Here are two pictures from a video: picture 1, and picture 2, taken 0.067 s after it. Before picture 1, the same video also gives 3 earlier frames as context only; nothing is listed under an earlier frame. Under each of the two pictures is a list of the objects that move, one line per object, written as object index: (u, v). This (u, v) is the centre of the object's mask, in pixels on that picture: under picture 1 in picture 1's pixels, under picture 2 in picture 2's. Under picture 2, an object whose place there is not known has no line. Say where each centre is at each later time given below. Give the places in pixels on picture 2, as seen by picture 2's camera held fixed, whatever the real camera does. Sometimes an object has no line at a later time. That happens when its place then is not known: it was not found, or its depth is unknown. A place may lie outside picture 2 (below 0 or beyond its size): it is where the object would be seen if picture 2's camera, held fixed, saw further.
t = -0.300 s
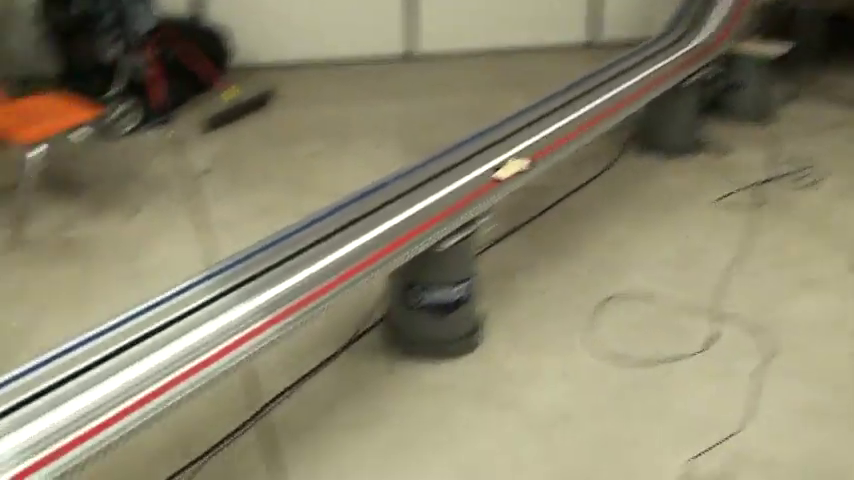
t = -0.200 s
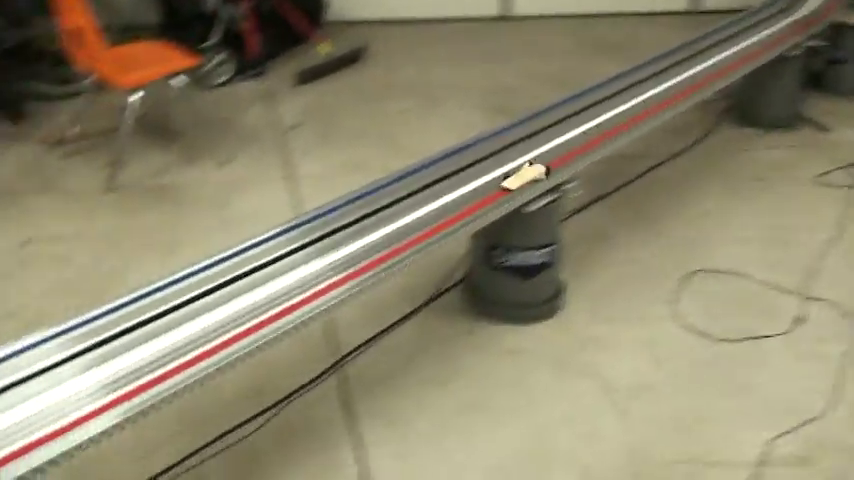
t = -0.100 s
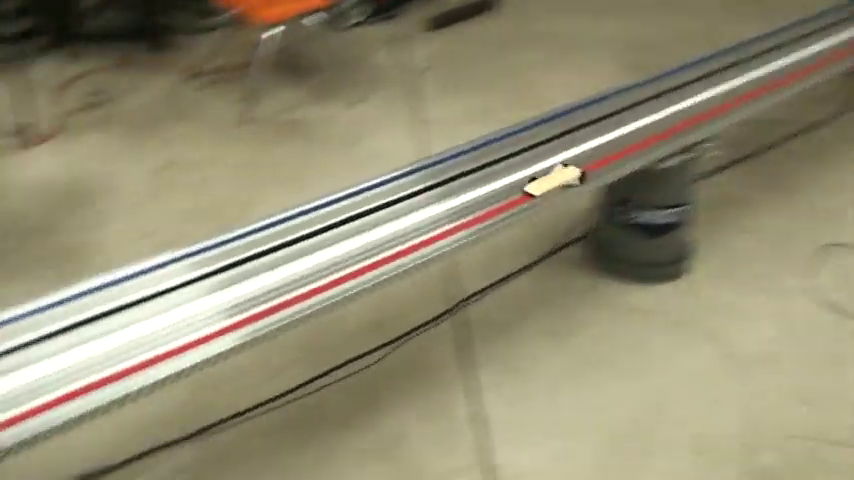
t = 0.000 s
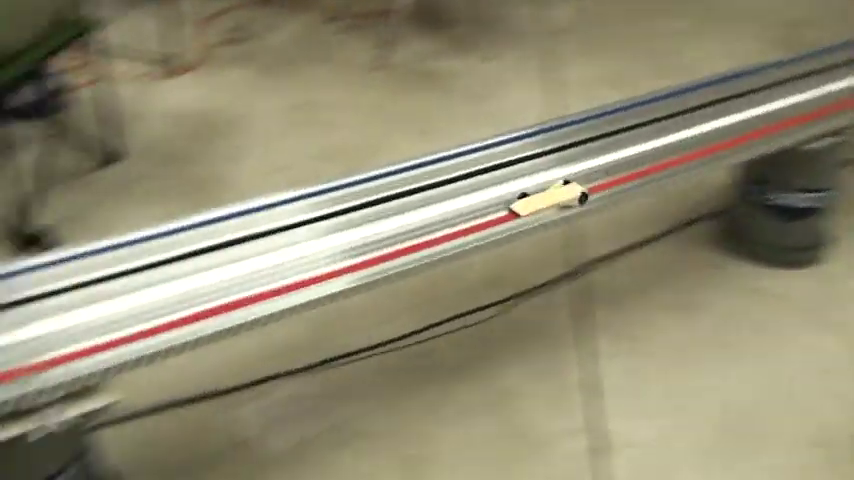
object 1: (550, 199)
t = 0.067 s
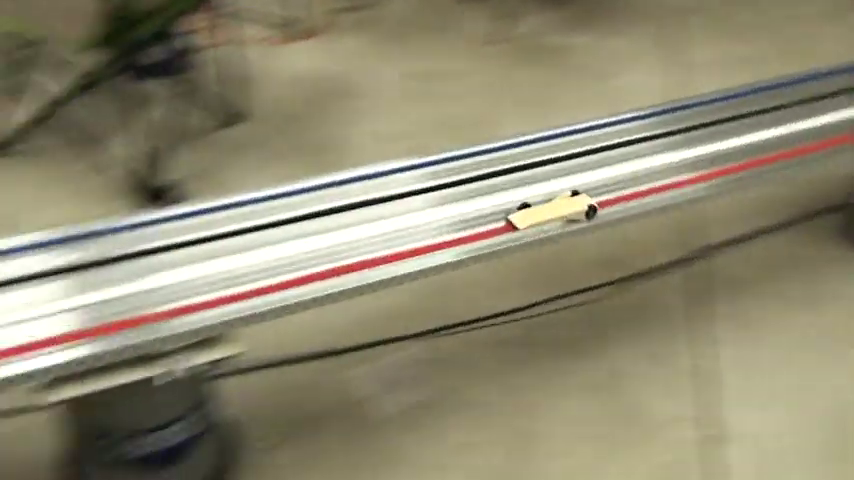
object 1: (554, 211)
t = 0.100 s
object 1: (488, 228)
